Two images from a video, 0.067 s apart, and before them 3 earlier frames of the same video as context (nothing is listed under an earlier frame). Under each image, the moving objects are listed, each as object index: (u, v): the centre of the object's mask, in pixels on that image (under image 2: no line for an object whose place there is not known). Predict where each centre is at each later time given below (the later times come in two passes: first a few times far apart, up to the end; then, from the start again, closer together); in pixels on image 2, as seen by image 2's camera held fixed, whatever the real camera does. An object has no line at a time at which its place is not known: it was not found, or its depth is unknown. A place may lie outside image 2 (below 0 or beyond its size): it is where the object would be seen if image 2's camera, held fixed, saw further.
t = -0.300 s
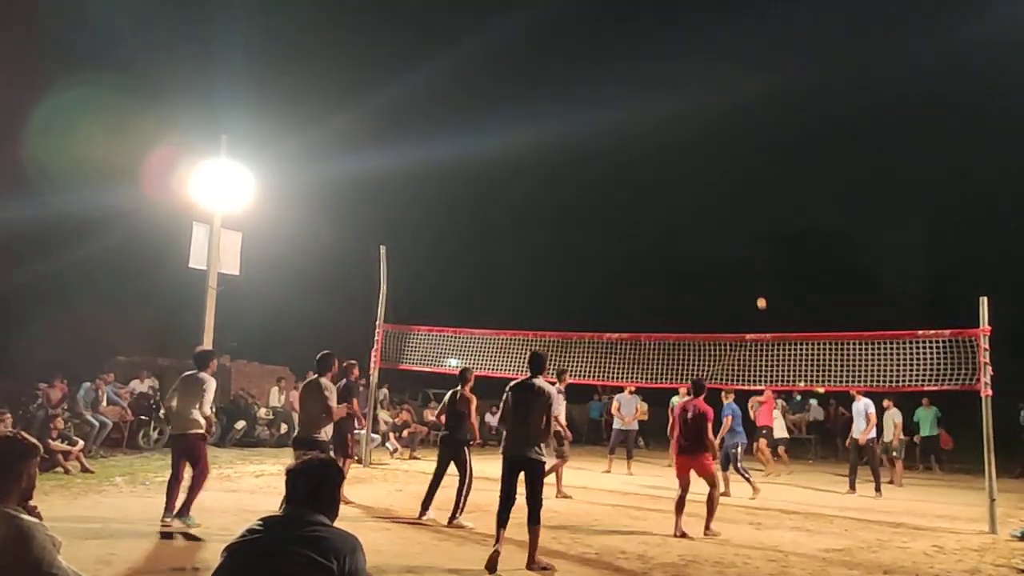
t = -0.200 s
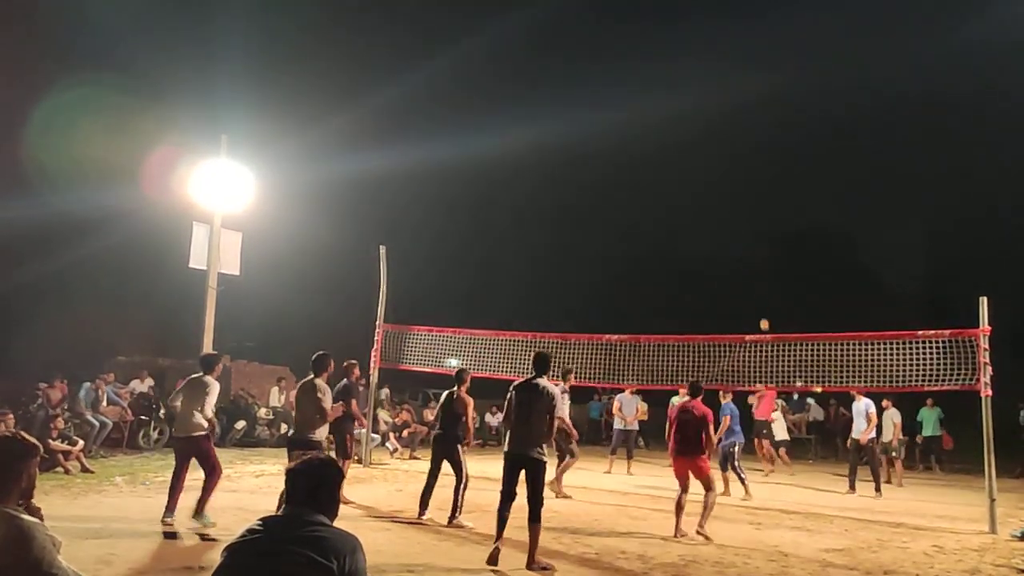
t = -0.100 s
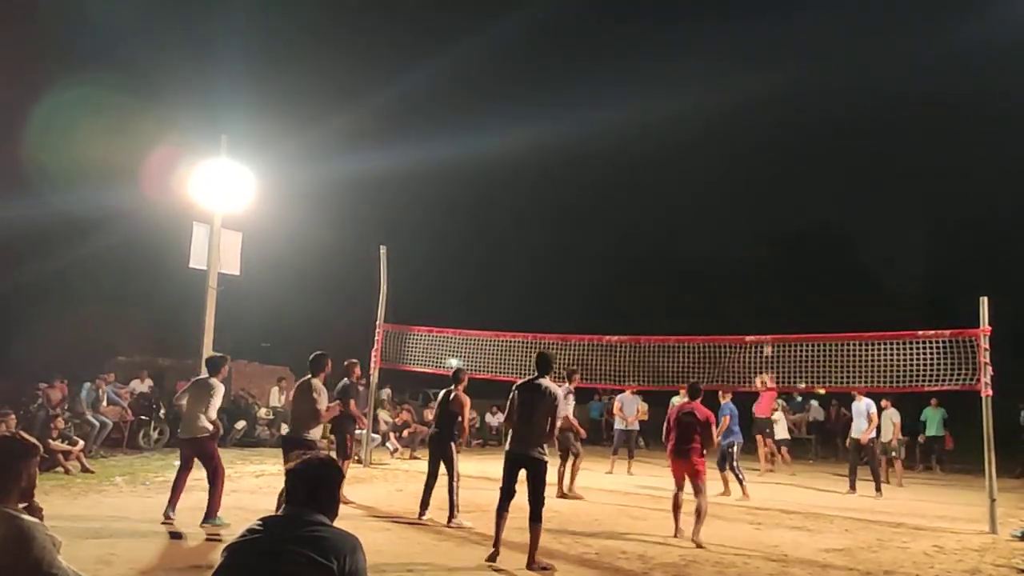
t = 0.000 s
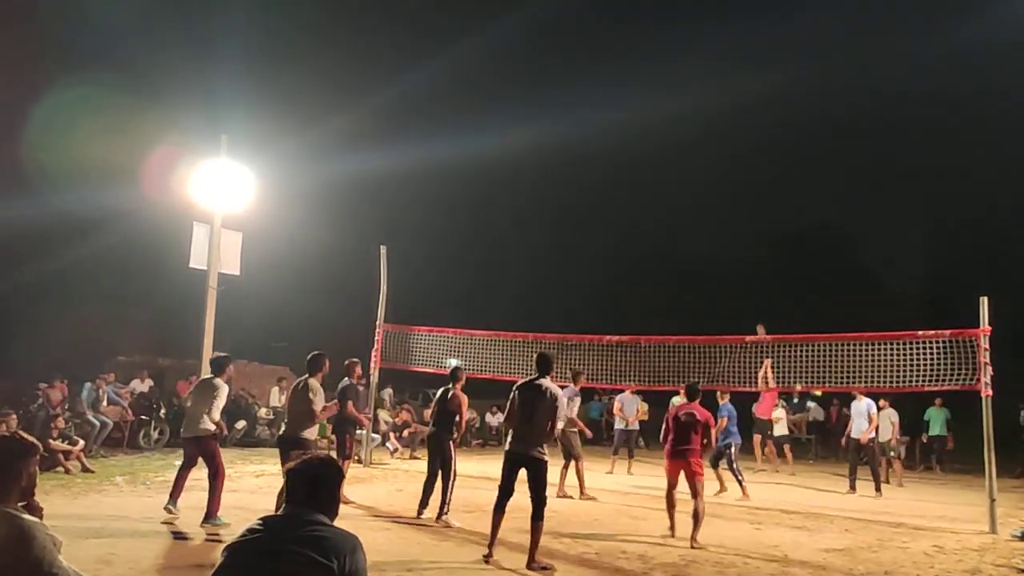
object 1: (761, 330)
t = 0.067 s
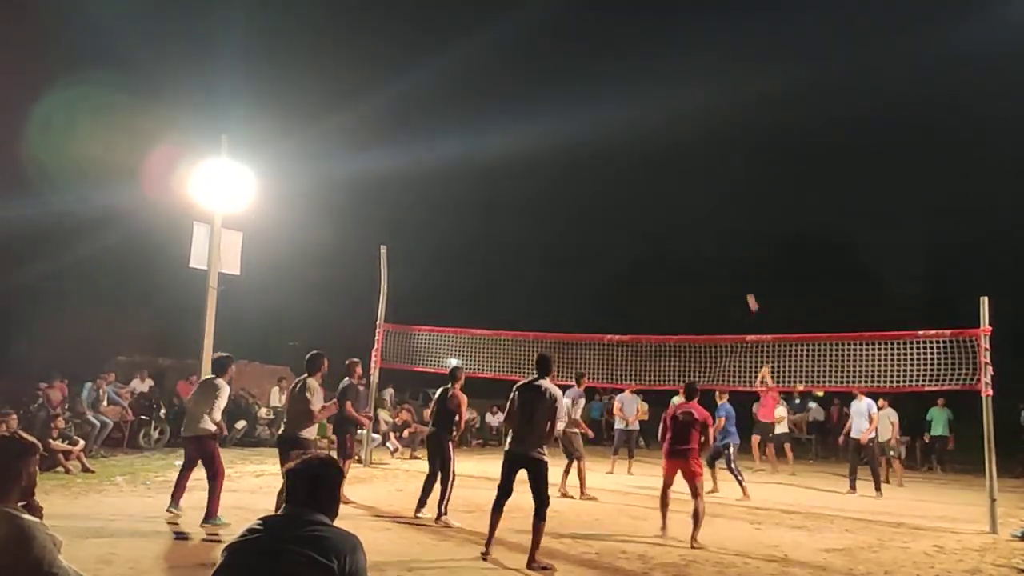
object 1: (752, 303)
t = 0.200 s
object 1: (733, 246)
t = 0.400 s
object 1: (703, 172)
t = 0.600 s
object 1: (668, 113)
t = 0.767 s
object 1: (635, 76)
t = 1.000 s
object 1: (583, 47)
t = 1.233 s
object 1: (521, 50)
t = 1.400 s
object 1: (469, 76)
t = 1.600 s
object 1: (395, 140)
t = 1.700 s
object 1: (352, 187)
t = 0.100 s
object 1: (748, 288)
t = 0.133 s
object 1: (743, 274)
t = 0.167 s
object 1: (738, 260)
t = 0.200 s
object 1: (733, 246)
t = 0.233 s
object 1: (728, 233)
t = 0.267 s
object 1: (723, 220)
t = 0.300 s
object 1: (719, 208)
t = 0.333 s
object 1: (714, 195)
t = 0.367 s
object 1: (708, 184)
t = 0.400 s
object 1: (703, 172)
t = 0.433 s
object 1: (697, 161)
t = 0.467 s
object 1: (692, 151)
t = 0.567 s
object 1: (674, 122)
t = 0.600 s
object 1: (668, 113)
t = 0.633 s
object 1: (661, 104)
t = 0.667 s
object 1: (655, 97)
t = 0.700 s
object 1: (649, 89)
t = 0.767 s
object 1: (635, 76)
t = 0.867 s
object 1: (614, 61)
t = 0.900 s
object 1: (607, 57)
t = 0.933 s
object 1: (599, 53)
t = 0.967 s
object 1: (591, 50)
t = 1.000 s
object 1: (583, 47)
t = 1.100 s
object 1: (558, 44)
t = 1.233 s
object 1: (521, 50)
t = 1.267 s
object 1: (511, 53)
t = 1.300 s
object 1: (501, 58)
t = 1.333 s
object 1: (491, 63)
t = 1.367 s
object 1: (480, 69)
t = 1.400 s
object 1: (469, 76)
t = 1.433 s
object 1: (458, 84)
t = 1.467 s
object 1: (446, 94)
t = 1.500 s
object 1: (434, 104)
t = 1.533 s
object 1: (422, 114)
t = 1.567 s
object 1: (408, 127)
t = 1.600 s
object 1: (395, 140)
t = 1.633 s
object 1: (381, 154)
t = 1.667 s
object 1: (367, 170)
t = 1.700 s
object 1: (352, 187)
